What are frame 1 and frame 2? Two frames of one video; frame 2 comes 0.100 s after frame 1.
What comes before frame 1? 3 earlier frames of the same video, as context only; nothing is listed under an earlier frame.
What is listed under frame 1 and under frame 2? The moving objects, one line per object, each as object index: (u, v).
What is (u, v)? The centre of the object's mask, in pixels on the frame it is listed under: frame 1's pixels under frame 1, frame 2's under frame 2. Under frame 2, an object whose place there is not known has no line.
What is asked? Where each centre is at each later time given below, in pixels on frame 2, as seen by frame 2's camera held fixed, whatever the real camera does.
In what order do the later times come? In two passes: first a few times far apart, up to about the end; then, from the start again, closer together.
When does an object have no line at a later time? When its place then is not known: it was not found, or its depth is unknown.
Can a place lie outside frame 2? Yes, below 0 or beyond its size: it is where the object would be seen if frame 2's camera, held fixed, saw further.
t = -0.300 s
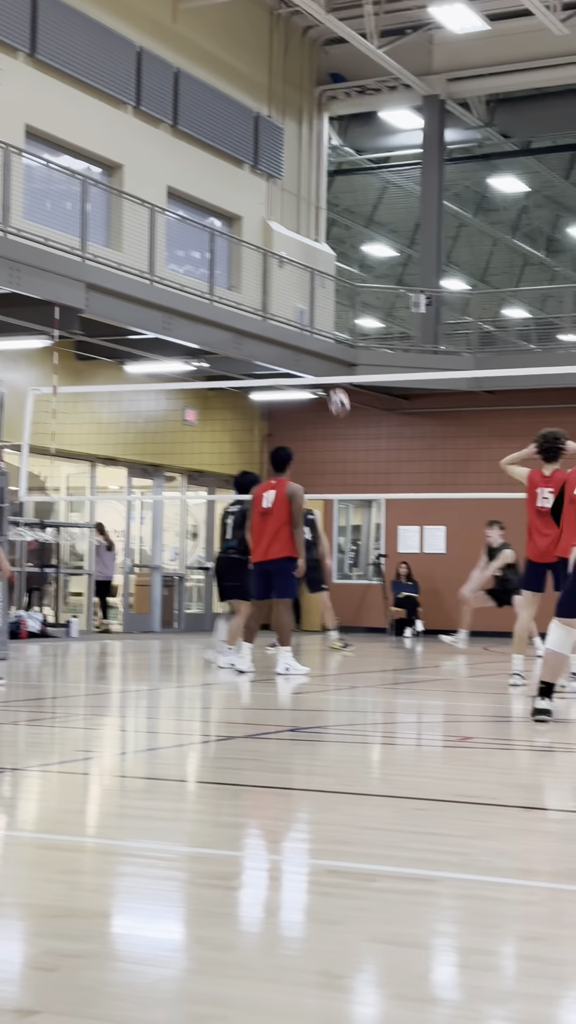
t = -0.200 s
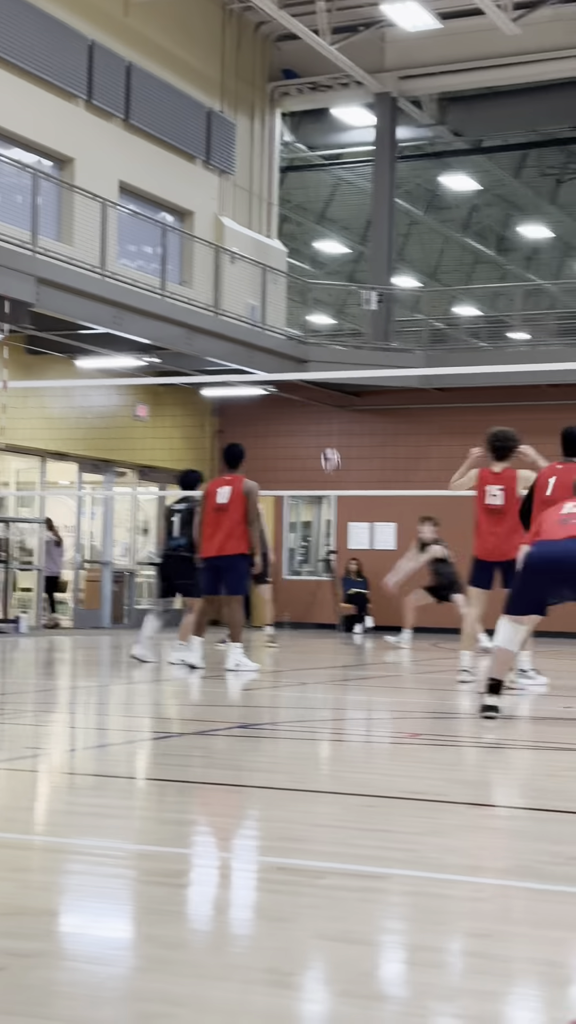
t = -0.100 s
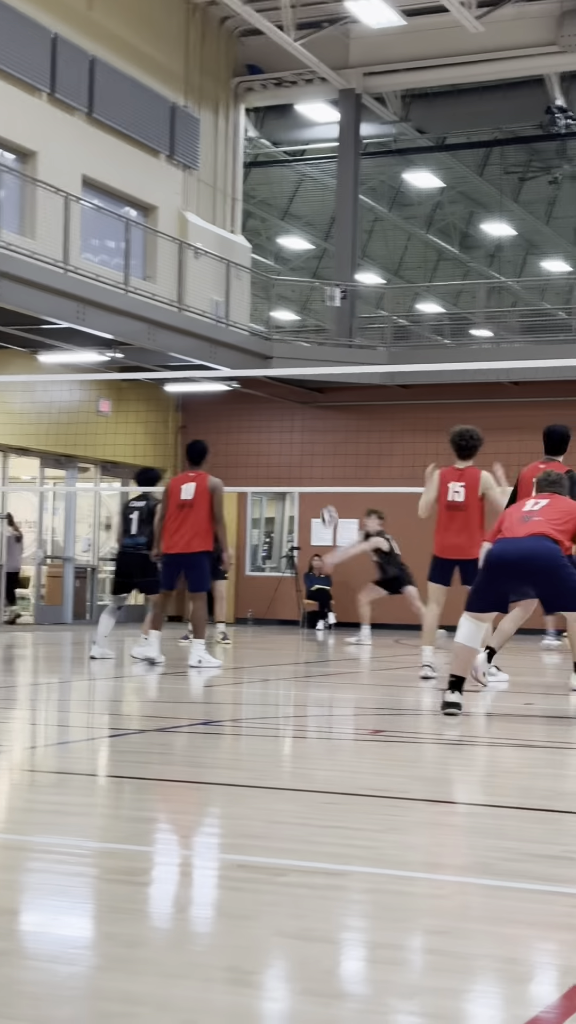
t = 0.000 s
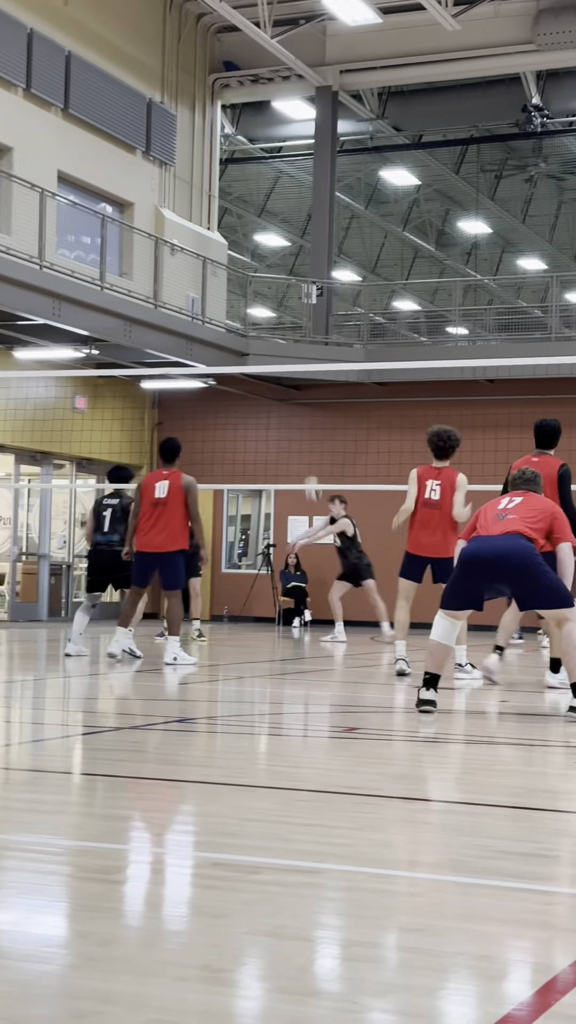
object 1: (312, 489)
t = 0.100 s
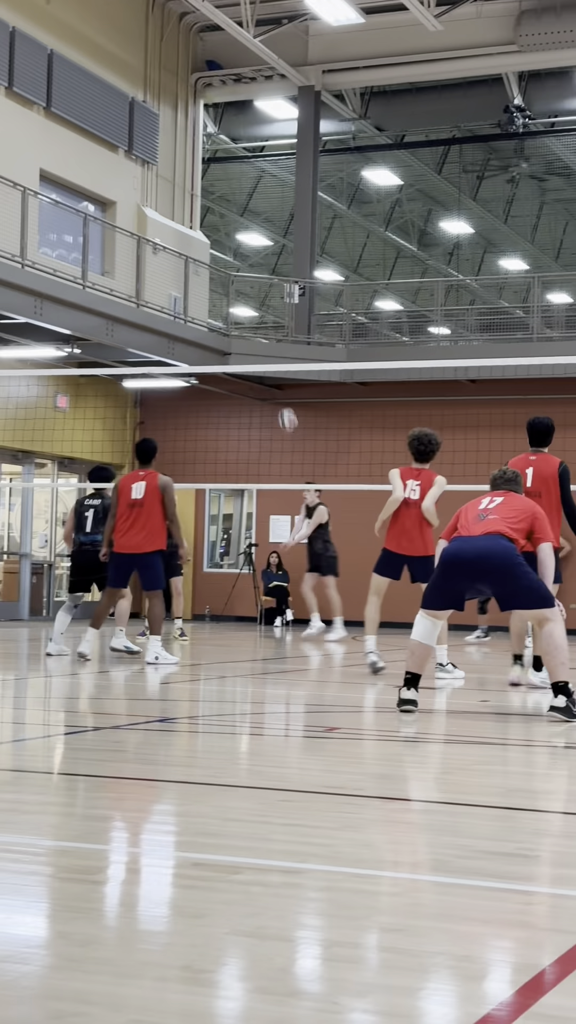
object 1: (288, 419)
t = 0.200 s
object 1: (281, 357)
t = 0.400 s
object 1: (269, 268)
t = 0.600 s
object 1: (257, 210)
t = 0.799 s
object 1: (245, 186)
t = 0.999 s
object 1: (232, 195)
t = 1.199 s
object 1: (218, 240)
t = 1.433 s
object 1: (201, 335)
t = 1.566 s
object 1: (189, 410)
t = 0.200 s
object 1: (281, 357)
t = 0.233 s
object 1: (279, 343)
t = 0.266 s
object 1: (278, 327)
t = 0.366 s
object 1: (271, 281)
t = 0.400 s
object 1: (269, 268)
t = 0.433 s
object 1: (267, 257)
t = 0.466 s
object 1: (266, 247)
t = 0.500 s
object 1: (263, 234)
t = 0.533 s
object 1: (261, 226)
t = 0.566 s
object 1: (259, 217)
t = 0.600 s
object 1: (257, 210)
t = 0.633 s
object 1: (255, 204)
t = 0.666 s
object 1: (253, 198)
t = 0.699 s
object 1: (251, 194)
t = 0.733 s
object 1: (249, 191)
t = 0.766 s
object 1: (247, 187)
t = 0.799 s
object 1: (245, 186)
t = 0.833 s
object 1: (243, 185)
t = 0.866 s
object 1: (240, 185)
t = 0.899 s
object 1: (238, 186)
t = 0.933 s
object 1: (236, 188)
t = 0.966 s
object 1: (234, 191)
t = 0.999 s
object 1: (232, 195)
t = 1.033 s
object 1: (229, 200)
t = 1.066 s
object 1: (227, 206)
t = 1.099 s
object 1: (224, 212)
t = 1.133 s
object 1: (223, 221)
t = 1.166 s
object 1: (221, 230)
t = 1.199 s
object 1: (218, 240)
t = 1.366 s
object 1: (207, 302)
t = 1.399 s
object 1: (204, 318)
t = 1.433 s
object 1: (201, 335)
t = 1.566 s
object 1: (189, 410)
